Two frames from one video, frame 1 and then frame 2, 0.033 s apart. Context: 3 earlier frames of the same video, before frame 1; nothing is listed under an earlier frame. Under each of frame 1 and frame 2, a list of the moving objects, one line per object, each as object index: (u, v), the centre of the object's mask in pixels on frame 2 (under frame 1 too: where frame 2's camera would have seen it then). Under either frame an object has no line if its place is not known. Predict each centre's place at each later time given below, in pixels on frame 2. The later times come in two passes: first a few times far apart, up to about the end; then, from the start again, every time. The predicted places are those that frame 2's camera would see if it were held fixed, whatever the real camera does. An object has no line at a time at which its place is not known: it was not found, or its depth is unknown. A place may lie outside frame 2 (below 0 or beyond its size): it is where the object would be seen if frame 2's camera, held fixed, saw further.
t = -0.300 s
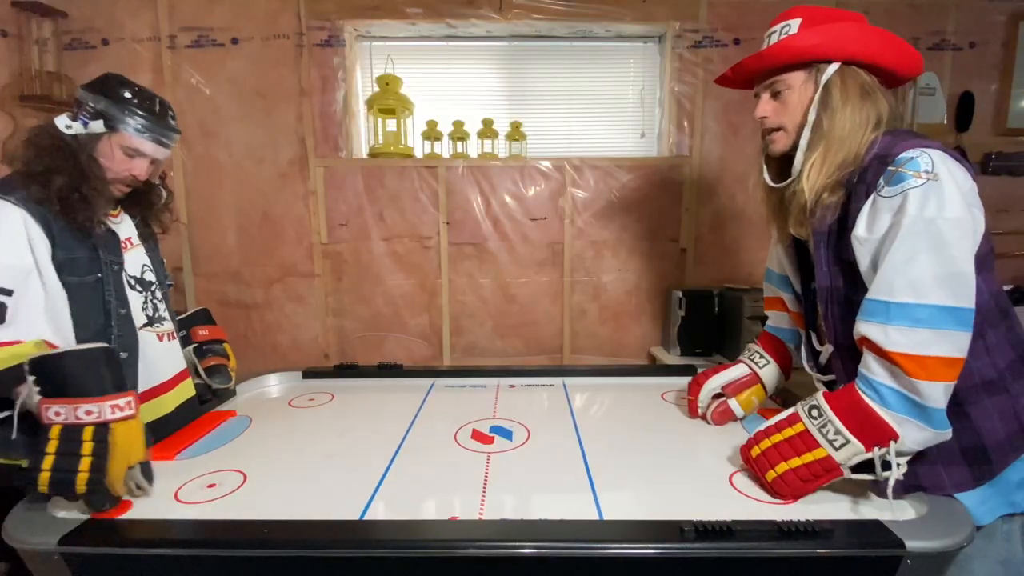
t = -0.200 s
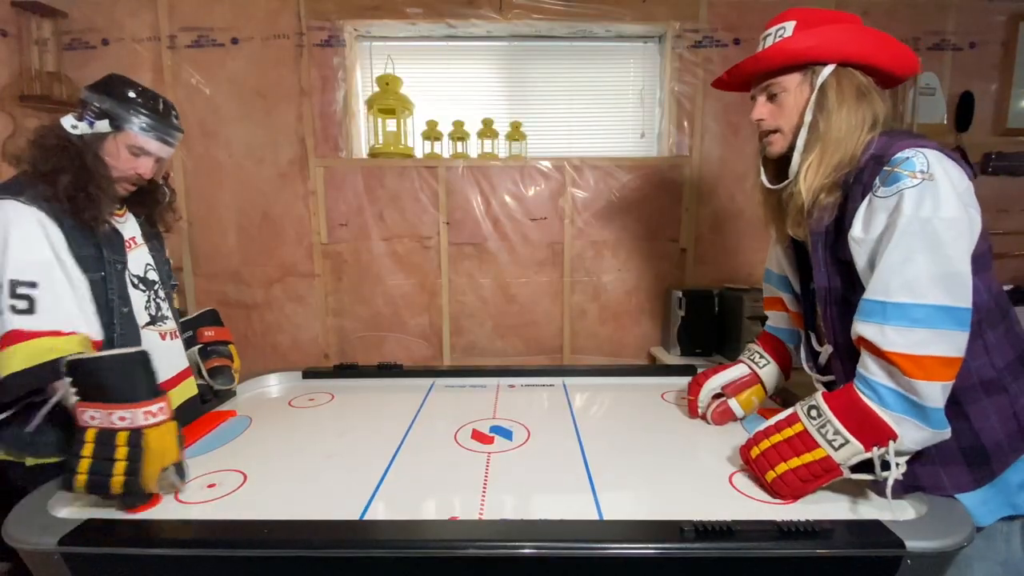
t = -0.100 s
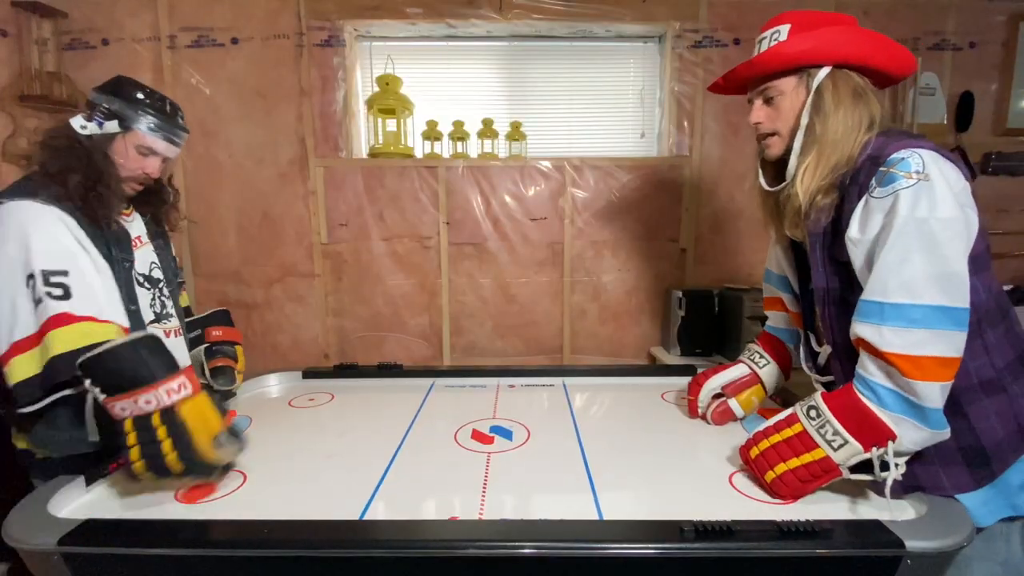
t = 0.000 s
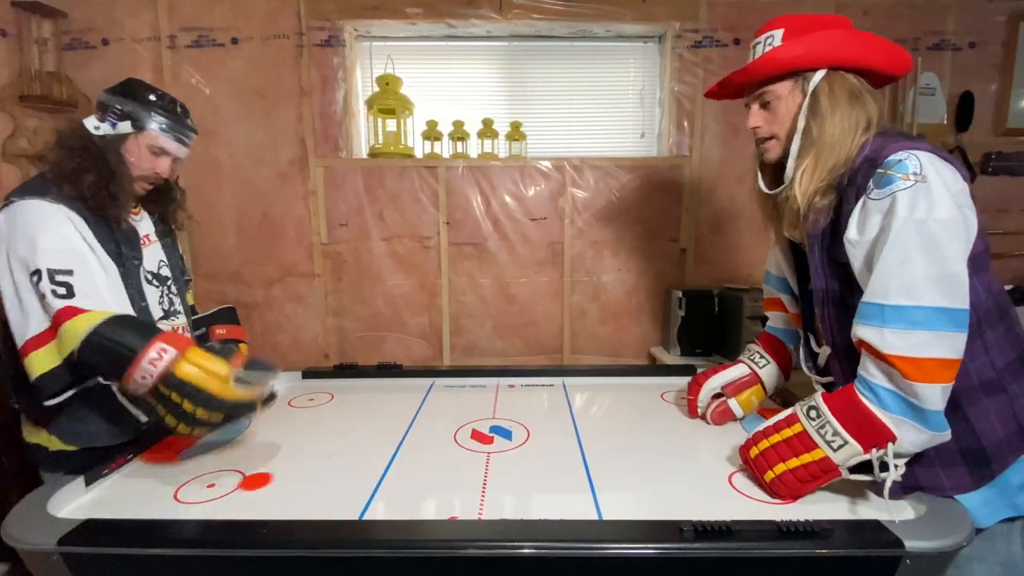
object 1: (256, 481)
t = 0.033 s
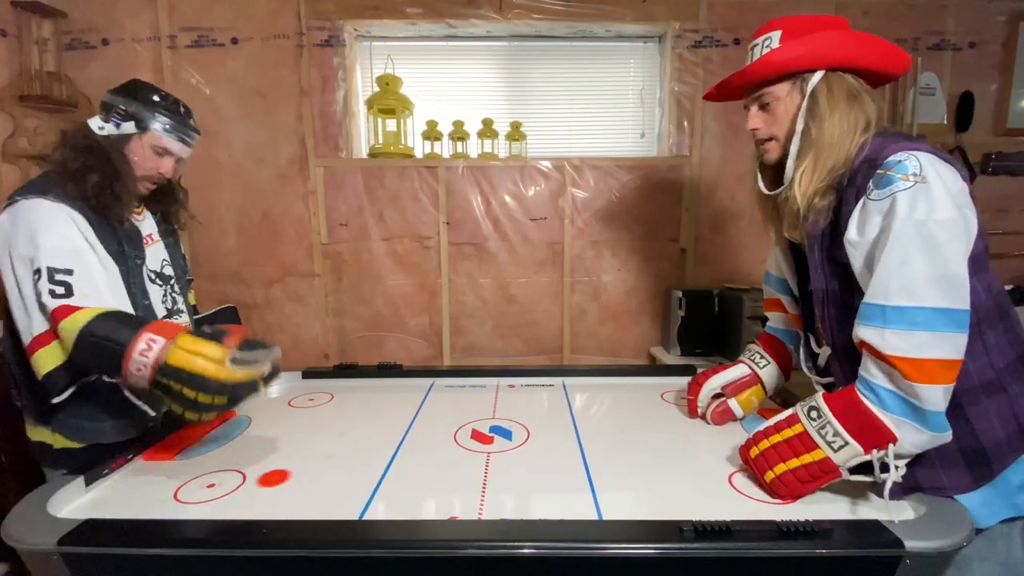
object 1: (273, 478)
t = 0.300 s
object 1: (404, 454)
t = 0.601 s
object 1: (518, 431)
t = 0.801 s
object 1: (578, 419)
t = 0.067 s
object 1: (291, 475)
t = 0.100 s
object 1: (309, 472)
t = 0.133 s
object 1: (325, 469)
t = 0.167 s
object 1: (341, 466)
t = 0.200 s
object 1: (358, 463)
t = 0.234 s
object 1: (374, 460)
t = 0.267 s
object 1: (389, 457)
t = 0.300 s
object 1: (404, 454)
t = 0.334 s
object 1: (418, 451)
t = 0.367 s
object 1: (432, 448)
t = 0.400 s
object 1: (446, 446)
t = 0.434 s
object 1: (458, 443)
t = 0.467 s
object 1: (470, 441)
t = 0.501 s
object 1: (483, 439)
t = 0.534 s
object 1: (496, 436)
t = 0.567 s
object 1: (507, 433)
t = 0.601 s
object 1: (518, 431)
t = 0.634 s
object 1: (529, 429)
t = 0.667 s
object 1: (539, 427)
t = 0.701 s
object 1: (549, 425)
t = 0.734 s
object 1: (559, 423)
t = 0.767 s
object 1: (568, 420)
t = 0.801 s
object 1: (578, 419)
